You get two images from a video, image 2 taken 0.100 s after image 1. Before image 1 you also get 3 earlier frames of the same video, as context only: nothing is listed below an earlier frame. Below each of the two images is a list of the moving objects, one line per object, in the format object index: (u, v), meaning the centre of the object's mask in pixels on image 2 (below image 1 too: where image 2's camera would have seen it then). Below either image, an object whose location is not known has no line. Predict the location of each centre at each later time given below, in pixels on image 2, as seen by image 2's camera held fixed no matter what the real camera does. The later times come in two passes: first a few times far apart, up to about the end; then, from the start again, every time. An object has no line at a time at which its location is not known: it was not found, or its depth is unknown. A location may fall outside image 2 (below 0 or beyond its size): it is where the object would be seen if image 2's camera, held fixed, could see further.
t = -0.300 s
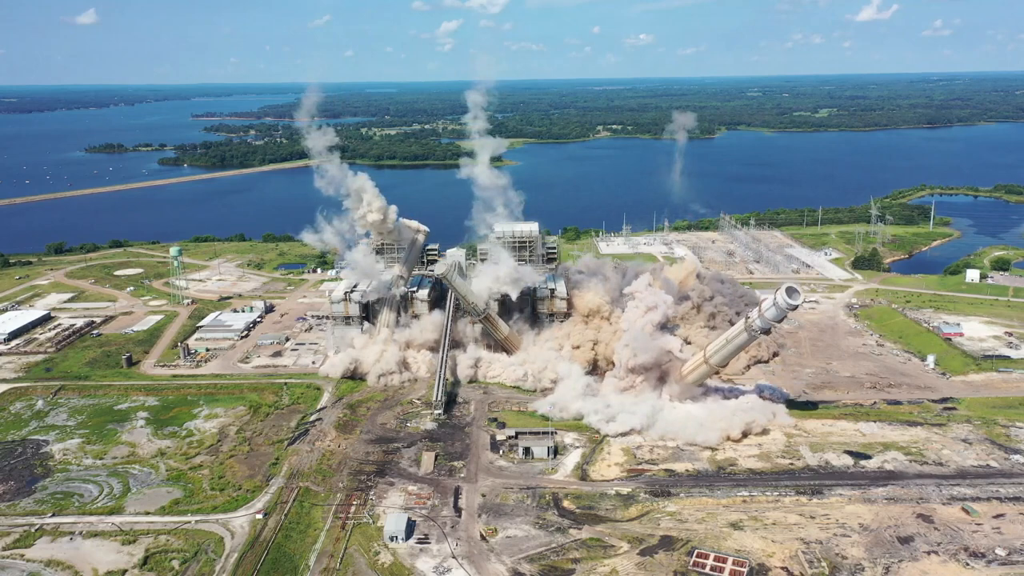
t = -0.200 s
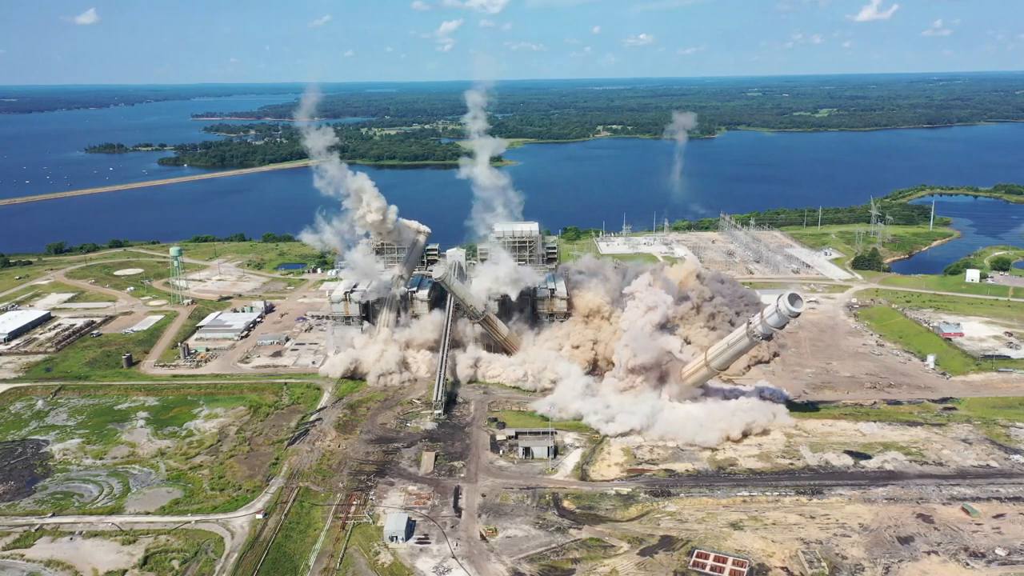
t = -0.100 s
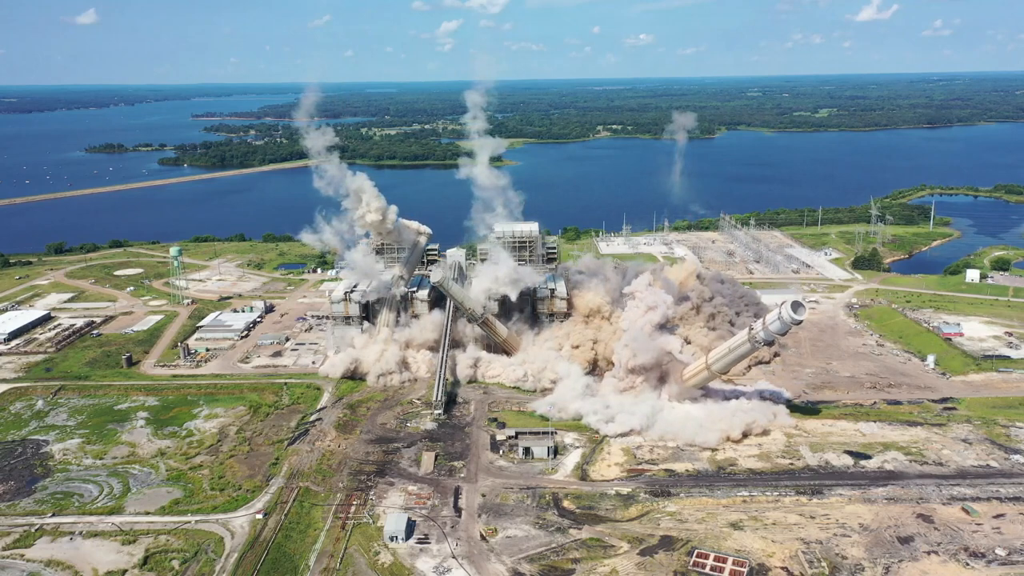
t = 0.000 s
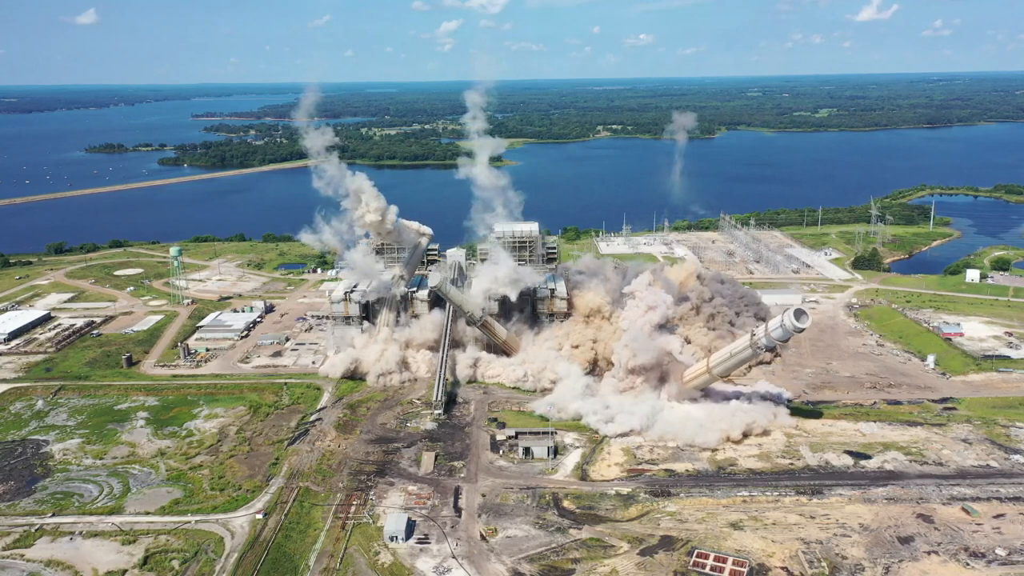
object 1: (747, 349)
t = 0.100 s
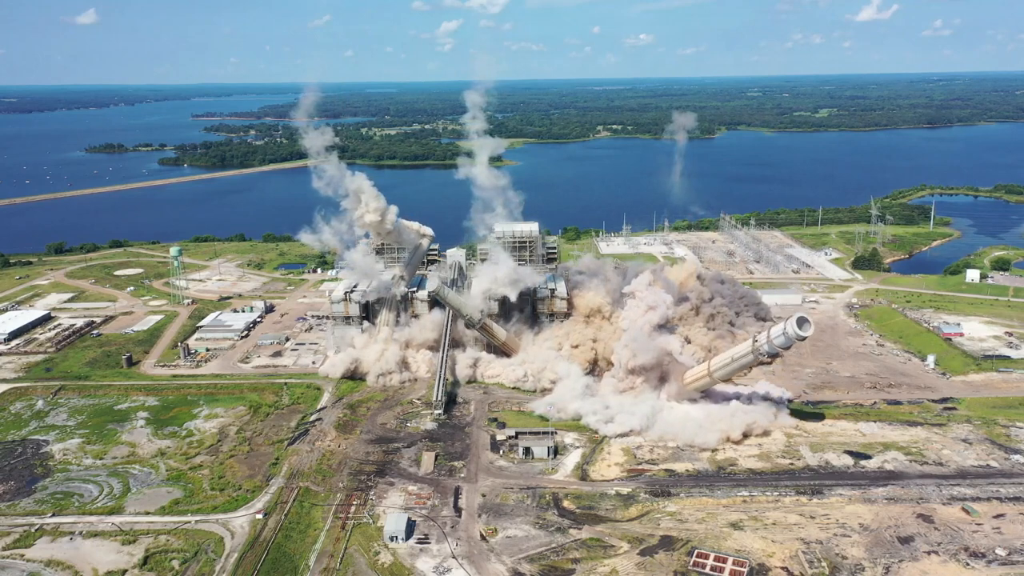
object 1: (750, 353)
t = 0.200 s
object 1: (751, 358)
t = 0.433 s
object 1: (754, 372)
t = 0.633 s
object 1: (757, 384)
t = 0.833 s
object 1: (763, 396)
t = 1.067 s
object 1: (772, 412)
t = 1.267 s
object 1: (794, 435)
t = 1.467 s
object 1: (798, 454)
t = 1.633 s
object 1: (799, 466)
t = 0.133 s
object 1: (750, 355)
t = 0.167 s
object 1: (751, 357)
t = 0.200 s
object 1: (751, 358)
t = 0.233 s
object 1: (752, 360)
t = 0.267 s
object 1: (752, 362)
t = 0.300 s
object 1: (753, 364)
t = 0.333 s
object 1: (753, 366)
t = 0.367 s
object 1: (754, 367)
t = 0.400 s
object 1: (754, 369)
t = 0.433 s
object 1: (754, 372)
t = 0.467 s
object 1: (754, 374)
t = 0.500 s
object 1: (755, 376)
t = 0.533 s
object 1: (755, 378)
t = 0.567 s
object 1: (756, 380)
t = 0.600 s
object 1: (757, 382)
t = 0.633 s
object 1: (757, 384)
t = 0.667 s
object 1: (759, 386)
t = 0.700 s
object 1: (759, 388)
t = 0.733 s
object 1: (760, 390)
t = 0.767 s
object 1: (761, 392)
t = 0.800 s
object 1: (762, 394)
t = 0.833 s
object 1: (763, 396)
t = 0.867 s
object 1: (764, 398)
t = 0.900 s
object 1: (764, 400)
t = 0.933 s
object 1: (765, 402)
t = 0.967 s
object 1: (767, 405)
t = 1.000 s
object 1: (771, 407)
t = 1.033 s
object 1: (771, 410)
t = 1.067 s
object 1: (772, 412)
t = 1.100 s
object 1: (773, 415)
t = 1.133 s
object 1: (777, 418)
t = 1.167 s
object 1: (788, 424)
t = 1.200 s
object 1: (789, 427)
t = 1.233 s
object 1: (792, 431)
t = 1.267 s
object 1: (794, 435)
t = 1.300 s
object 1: (794, 438)
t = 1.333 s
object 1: (794, 441)
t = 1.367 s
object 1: (795, 445)
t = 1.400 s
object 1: (797, 448)
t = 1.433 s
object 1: (798, 451)
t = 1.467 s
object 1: (798, 454)
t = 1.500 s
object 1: (799, 457)
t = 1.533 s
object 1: (799, 460)
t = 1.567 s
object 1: (798, 462)
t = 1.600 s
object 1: (798, 464)
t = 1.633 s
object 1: (799, 466)
